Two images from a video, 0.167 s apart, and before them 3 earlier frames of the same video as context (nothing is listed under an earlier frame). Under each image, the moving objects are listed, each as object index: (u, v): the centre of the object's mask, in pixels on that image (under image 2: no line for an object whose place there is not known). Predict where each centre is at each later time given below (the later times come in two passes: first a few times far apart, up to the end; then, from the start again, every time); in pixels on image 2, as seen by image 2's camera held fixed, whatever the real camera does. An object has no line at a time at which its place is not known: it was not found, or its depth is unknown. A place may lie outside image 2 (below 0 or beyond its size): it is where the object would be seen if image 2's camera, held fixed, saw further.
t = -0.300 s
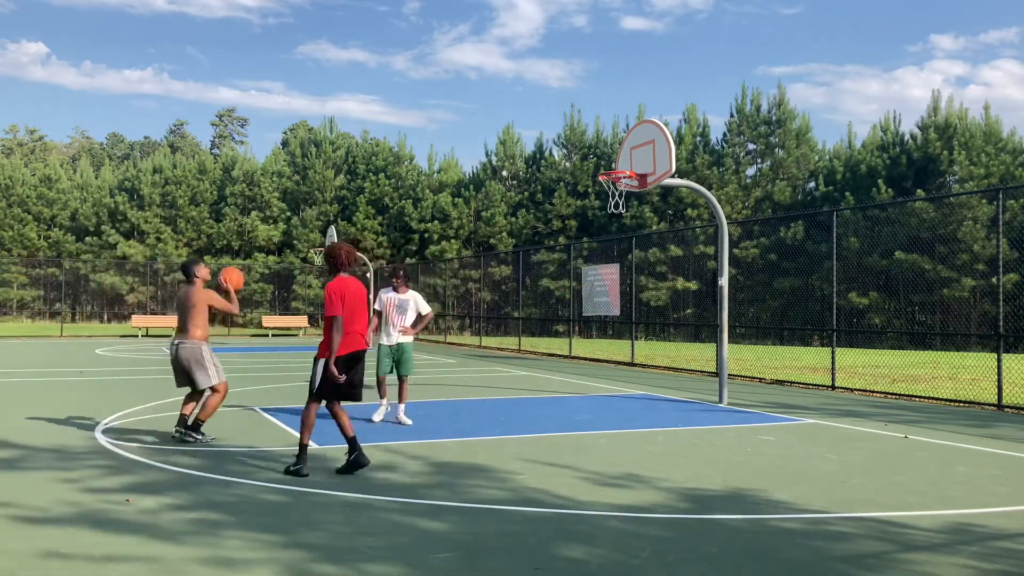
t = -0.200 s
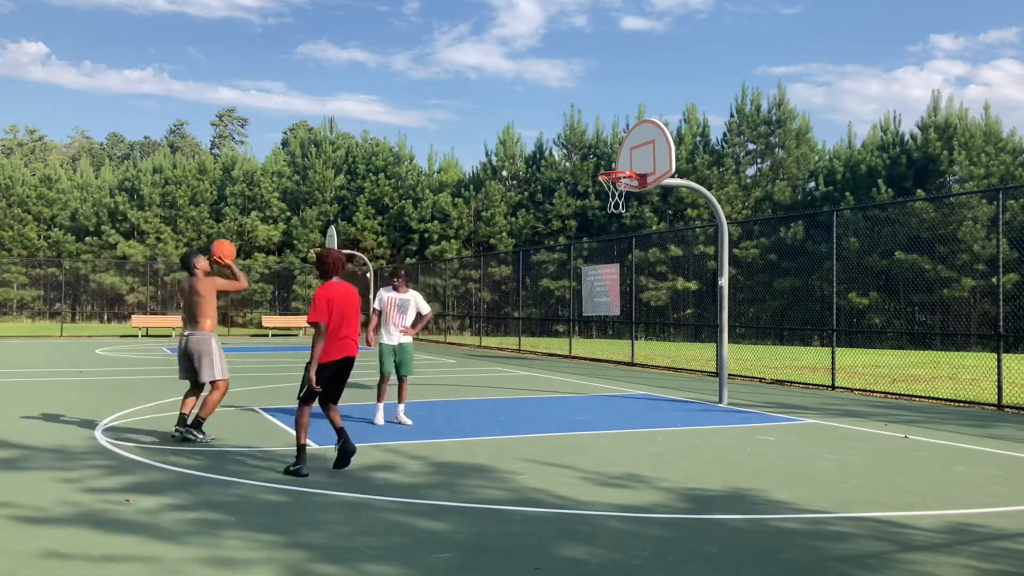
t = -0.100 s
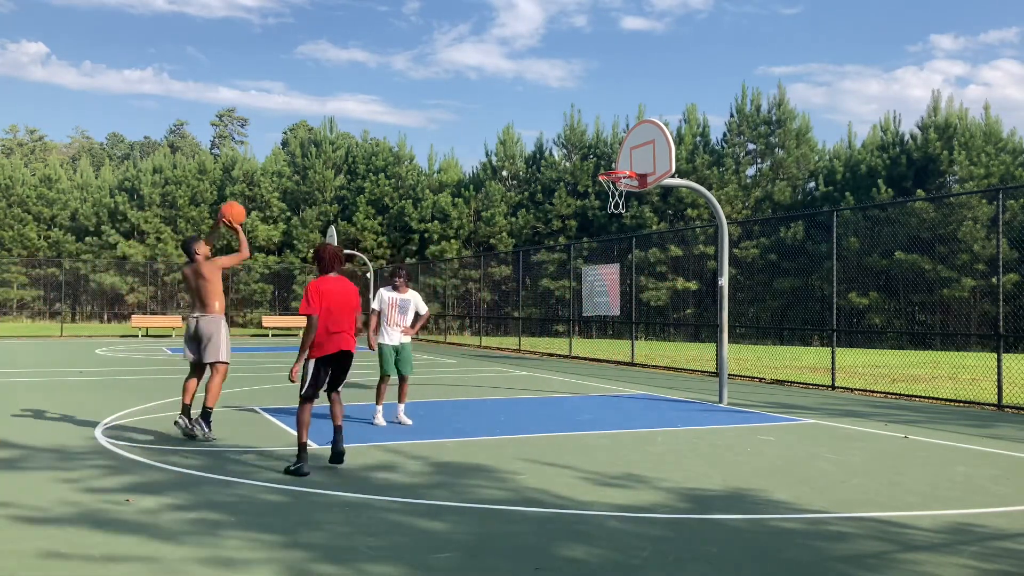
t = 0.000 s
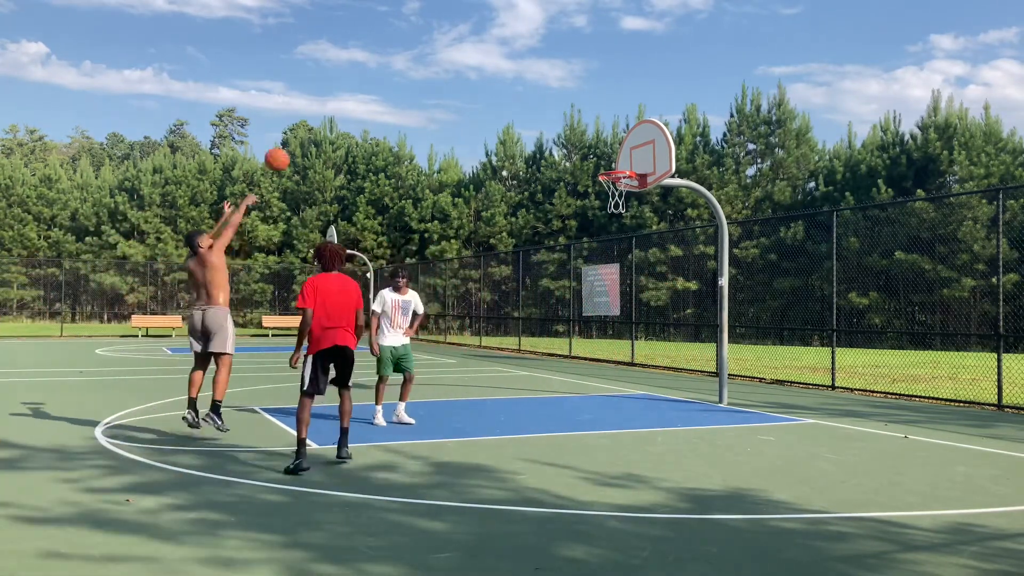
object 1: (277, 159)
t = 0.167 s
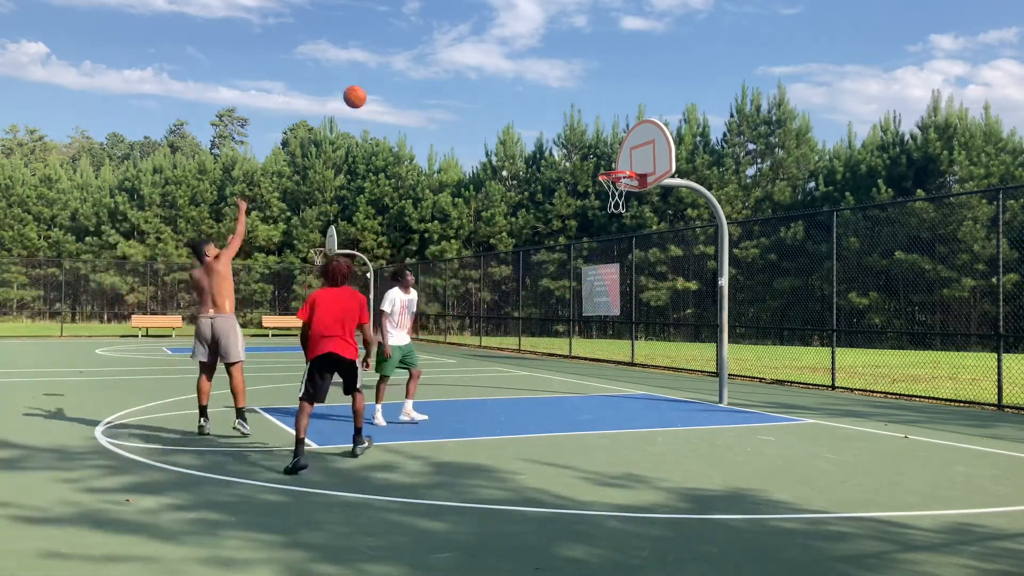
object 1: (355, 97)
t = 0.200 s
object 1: (369, 88)
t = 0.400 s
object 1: (450, 57)
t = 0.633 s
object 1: (532, 68)
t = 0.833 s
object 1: (593, 110)
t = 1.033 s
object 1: (640, 162)
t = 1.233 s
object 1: (620, 157)
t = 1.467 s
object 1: (596, 188)
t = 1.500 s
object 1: (591, 196)
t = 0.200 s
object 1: (369, 88)
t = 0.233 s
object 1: (384, 80)
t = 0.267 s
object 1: (398, 73)
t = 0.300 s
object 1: (411, 68)
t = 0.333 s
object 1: (425, 63)
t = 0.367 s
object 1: (437, 60)
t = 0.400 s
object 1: (450, 57)
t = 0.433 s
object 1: (463, 56)
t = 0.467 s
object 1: (475, 56)
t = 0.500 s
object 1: (487, 56)
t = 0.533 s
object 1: (498, 58)
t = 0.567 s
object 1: (510, 60)
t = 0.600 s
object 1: (521, 64)
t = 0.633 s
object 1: (532, 68)
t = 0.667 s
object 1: (543, 73)
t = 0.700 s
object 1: (553, 79)
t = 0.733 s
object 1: (564, 85)
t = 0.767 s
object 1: (574, 92)
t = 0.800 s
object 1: (584, 101)
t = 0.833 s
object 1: (593, 110)
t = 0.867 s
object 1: (603, 119)
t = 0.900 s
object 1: (612, 129)
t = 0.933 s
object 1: (622, 140)
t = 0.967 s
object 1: (631, 152)
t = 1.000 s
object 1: (639, 164)
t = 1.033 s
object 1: (640, 162)
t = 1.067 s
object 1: (637, 160)
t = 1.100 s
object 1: (634, 157)
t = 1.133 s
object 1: (631, 156)
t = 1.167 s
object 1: (627, 155)
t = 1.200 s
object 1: (623, 156)
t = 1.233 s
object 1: (620, 157)
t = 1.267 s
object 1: (617, 158)
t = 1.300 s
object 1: (614, 161)
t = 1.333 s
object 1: (610, 165)
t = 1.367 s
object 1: (606, 169)
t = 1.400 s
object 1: (602, 174)
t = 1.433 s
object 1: (599, 181)
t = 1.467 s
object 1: (596, 188)
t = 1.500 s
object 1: (591, 196)
